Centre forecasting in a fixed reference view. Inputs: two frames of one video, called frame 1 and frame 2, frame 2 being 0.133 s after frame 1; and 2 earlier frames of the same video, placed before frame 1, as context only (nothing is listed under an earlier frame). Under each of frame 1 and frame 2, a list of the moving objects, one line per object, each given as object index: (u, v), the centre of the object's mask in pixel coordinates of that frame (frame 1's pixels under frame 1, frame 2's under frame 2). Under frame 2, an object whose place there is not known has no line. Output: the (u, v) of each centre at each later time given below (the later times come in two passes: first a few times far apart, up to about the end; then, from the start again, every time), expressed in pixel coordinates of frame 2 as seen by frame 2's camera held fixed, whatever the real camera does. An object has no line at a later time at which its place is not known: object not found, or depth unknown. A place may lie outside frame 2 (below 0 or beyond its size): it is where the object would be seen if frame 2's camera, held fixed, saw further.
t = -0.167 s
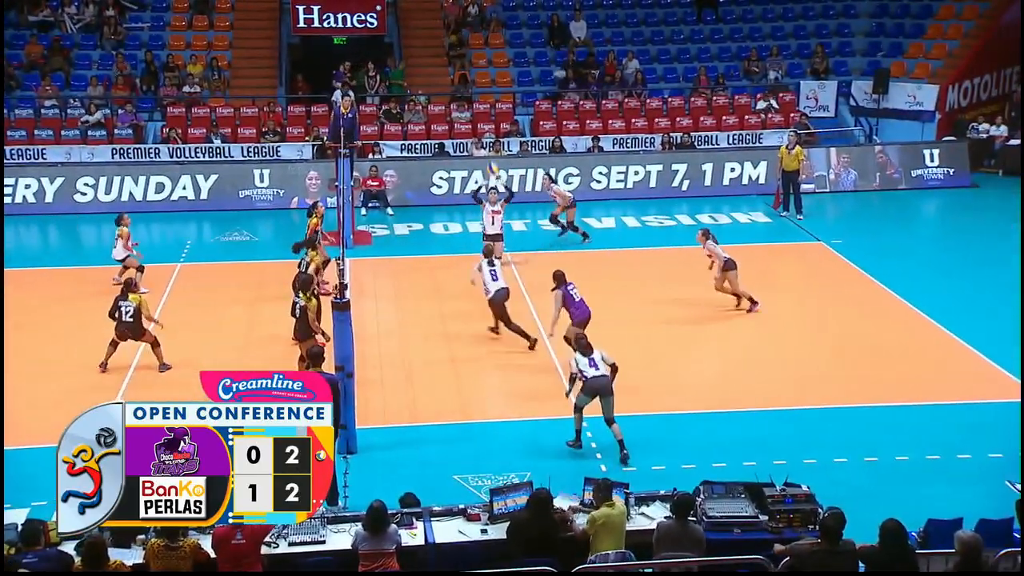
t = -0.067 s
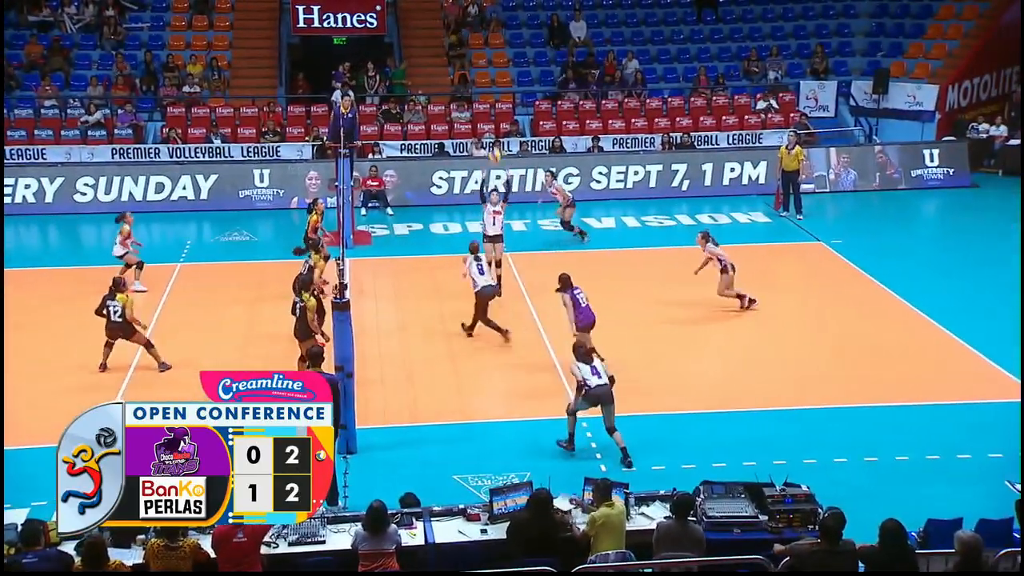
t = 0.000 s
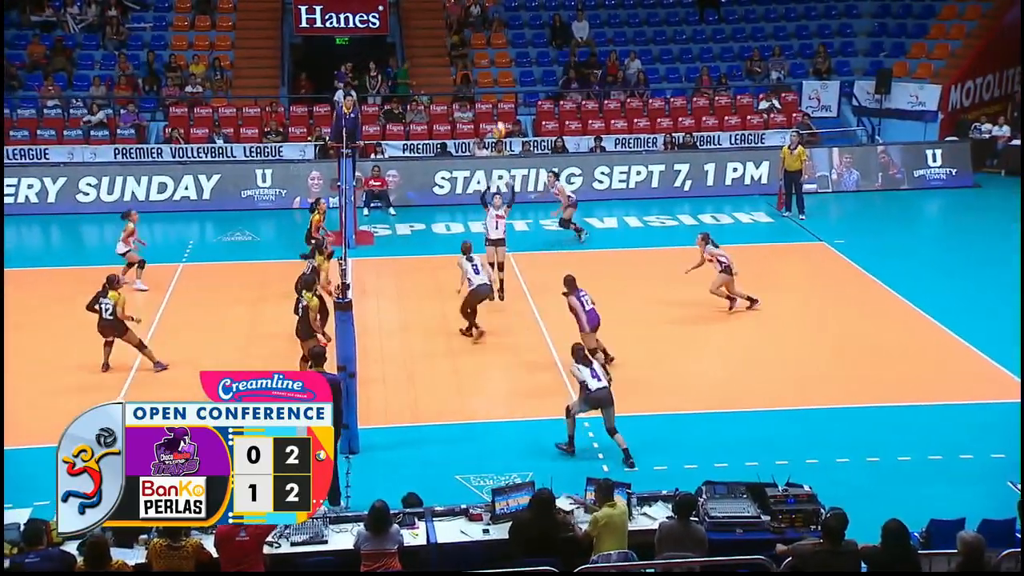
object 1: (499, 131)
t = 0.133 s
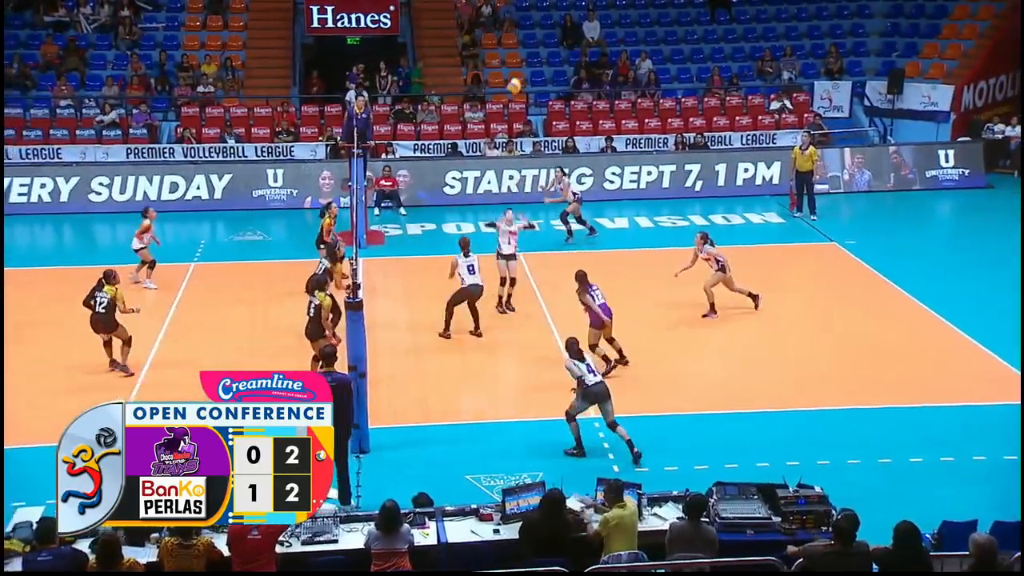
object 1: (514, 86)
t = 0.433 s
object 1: (522, 29)
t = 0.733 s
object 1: (530, 30)
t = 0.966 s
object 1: (536, 71)
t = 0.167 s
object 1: (515, 77)
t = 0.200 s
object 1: (516, 68)
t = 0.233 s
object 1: (517, 60)
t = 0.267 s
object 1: (518, 53)
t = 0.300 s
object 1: (518, 47)
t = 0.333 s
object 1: (519, 41)
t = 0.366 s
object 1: (520, 37)
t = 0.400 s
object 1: (521, 32)
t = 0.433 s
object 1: (522, 29)
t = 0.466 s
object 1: (522, 27)
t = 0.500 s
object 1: (523, 24)
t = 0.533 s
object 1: (524, 23)
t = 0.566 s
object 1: (525, 22)
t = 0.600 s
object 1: (526, 22)
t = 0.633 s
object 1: (527, 23)
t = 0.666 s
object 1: (528, 25)
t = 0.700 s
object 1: (529, 27)
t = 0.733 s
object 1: (530, 30)
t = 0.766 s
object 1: (531, 34)
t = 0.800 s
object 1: (532, 38)
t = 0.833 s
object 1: (532, 43)
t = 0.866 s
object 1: (533, 49)
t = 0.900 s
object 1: (534, 55)
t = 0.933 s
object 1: (535, 62)
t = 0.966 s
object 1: (536, 71)
